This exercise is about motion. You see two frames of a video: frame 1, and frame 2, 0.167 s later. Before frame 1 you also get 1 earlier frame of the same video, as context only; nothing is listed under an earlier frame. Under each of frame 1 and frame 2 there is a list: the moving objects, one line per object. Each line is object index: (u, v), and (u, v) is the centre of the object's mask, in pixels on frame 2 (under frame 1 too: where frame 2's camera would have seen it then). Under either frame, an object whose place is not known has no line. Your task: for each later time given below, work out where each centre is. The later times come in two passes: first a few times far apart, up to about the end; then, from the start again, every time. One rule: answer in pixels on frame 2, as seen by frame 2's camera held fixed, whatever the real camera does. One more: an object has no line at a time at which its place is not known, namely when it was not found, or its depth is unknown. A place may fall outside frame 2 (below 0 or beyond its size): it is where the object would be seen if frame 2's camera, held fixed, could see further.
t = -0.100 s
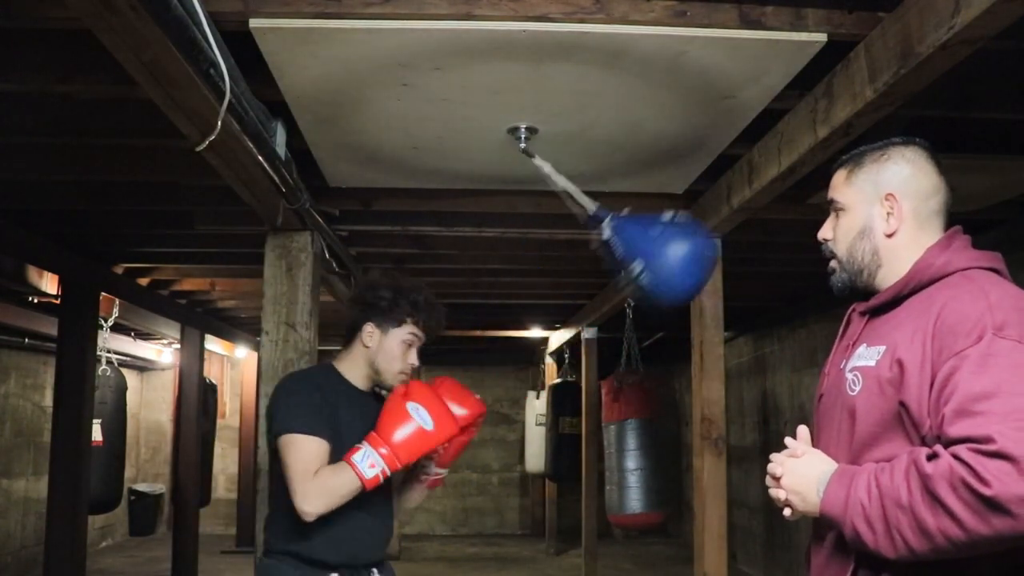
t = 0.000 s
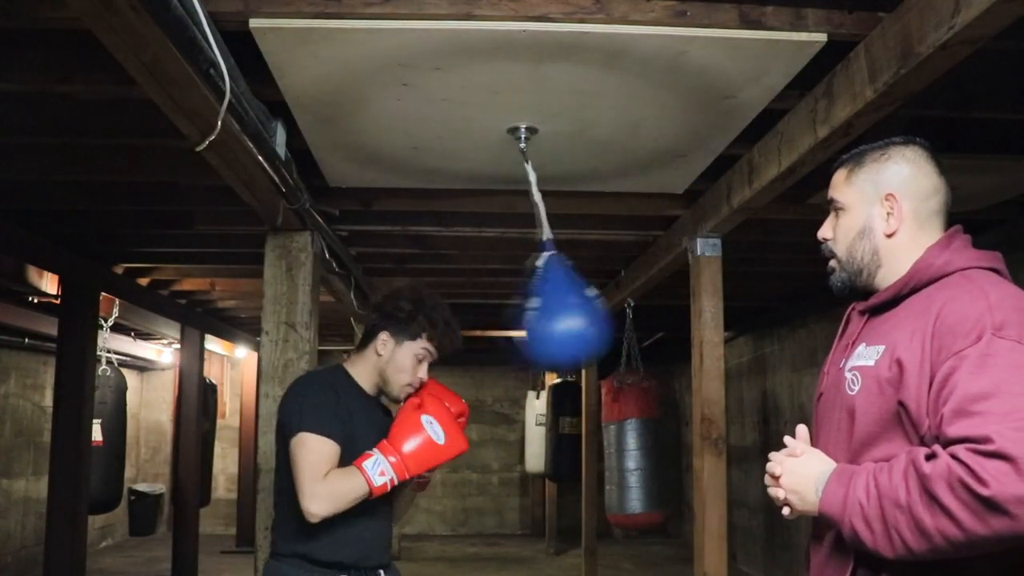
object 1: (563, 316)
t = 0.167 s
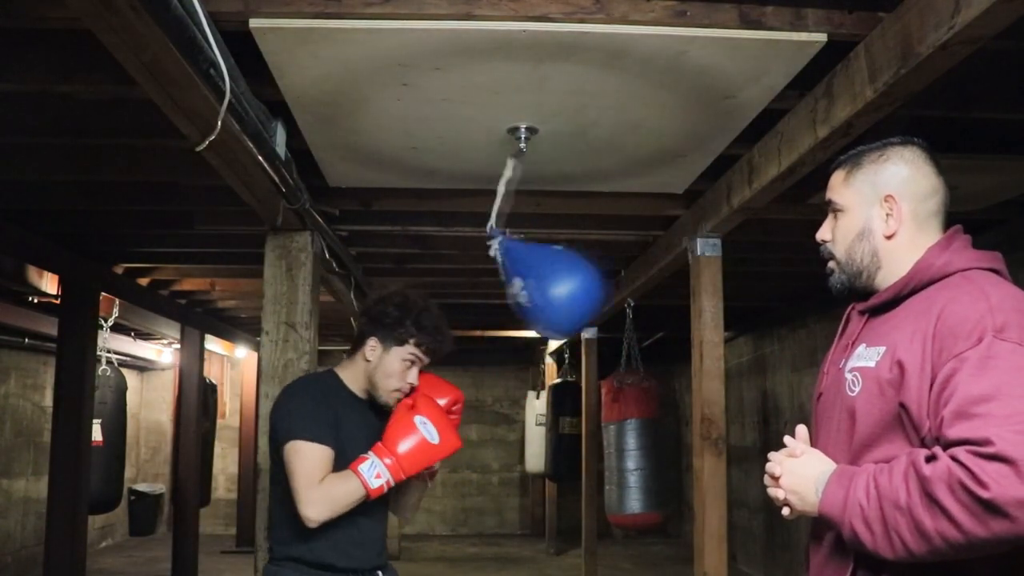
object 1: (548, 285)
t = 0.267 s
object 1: (621, 271)
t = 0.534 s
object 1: (654, 231)
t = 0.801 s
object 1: (558, 313)
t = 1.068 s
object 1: (413, 279)
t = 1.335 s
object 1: (404, 266)
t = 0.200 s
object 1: (572, 280)
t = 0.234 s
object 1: (596, 274)
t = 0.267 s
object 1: (621, 271)
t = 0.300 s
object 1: (641, 266)
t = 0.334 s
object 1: (653, 255)
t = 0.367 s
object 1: (657, 241)
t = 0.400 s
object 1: (657, 231)
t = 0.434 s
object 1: (656, 225)
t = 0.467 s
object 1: (655, 224)
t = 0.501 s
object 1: (655, 225)
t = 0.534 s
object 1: (654, 231)
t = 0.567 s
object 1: (653, 241)
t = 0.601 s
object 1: (652, 254)
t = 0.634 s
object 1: (647, 269)
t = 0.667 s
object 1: (633, 280)
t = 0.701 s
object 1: (616, 288)
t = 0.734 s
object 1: (597, 295)
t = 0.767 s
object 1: (577, 303)
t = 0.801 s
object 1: (558, 313)
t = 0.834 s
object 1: (538, 321)
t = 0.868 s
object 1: (518, 320)
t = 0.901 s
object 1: (498, 313)
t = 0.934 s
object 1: (478, 309)
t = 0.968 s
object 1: (459, 303)
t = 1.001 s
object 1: (439, 299)
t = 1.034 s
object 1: (425, 290)
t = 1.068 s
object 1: (413, 279)
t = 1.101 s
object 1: (405, 269)
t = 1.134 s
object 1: (398, 262)
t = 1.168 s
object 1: (394, 258)
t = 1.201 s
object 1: (390, 256)
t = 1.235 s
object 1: (390, 257)
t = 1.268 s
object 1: (392, 259)
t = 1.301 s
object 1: (398, 261)
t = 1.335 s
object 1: (404, 266)
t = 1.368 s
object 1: (412, 272)
